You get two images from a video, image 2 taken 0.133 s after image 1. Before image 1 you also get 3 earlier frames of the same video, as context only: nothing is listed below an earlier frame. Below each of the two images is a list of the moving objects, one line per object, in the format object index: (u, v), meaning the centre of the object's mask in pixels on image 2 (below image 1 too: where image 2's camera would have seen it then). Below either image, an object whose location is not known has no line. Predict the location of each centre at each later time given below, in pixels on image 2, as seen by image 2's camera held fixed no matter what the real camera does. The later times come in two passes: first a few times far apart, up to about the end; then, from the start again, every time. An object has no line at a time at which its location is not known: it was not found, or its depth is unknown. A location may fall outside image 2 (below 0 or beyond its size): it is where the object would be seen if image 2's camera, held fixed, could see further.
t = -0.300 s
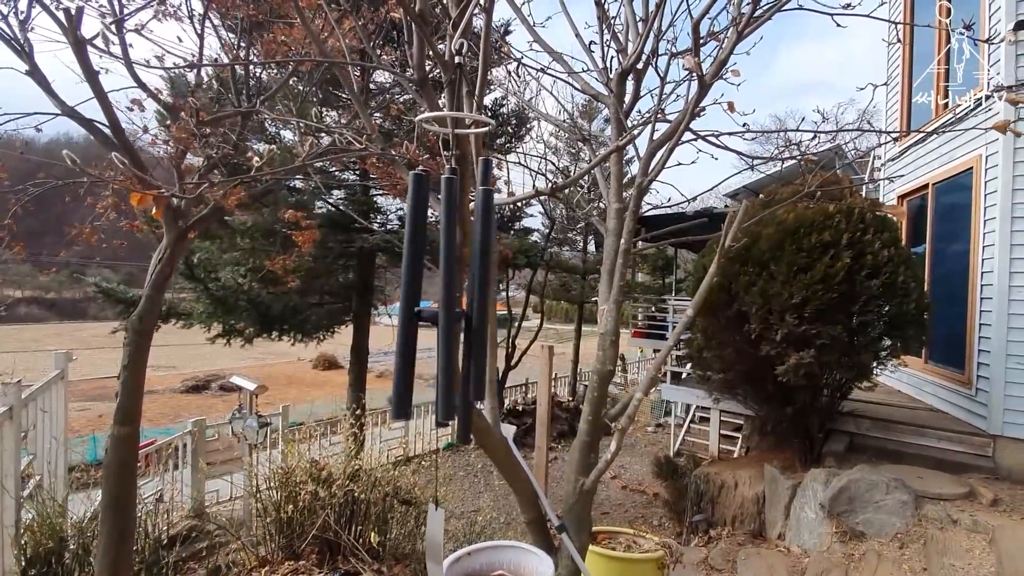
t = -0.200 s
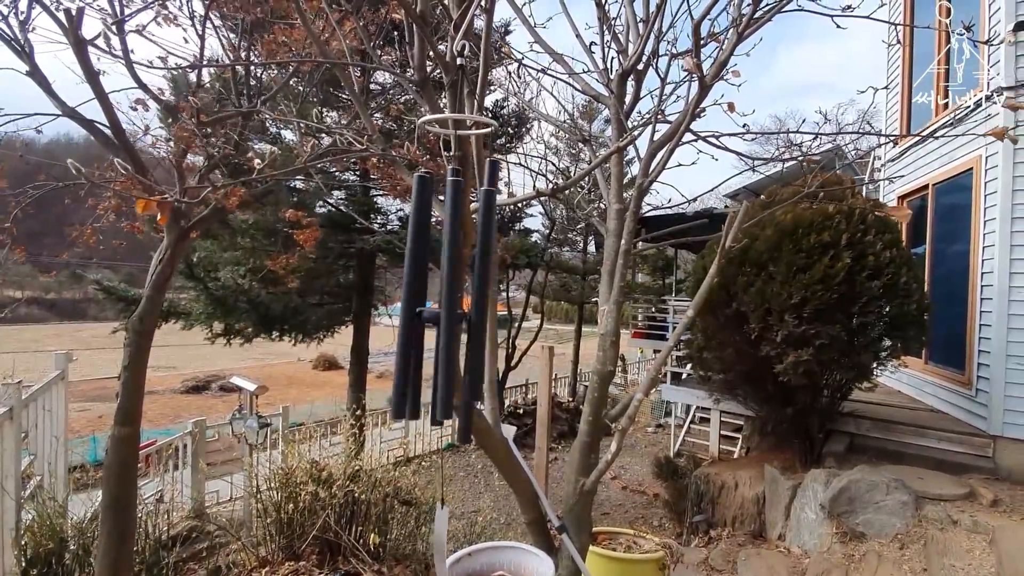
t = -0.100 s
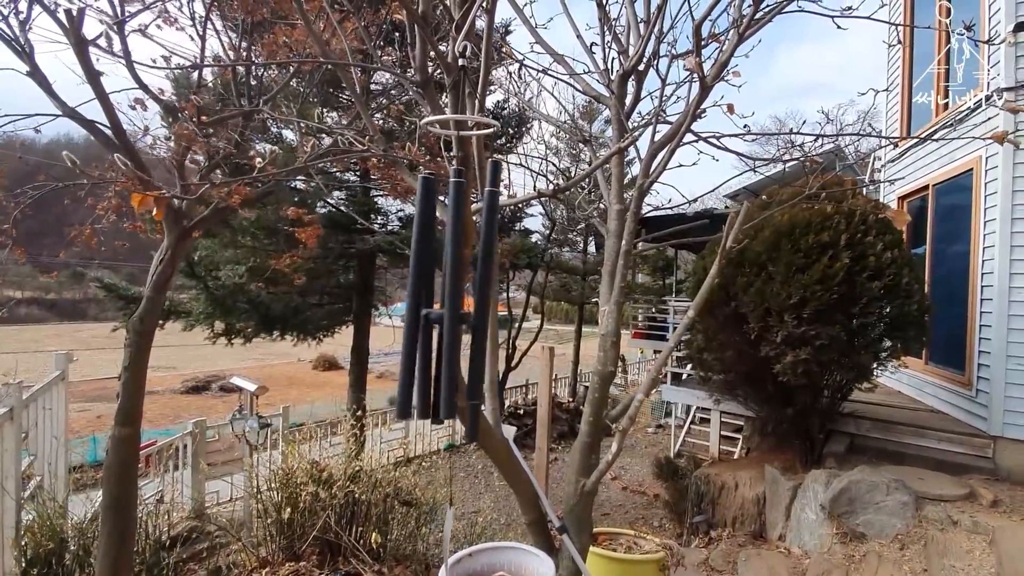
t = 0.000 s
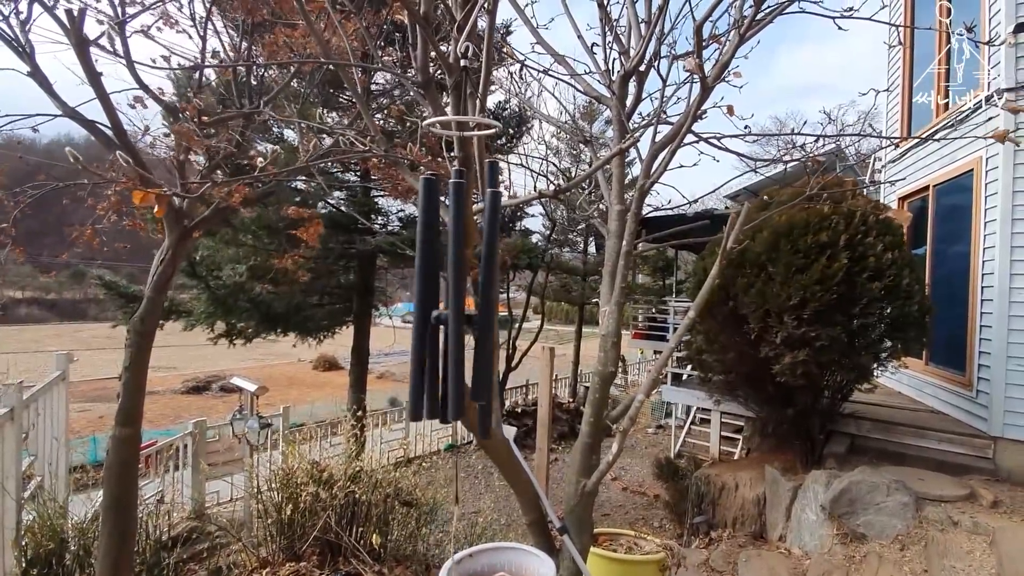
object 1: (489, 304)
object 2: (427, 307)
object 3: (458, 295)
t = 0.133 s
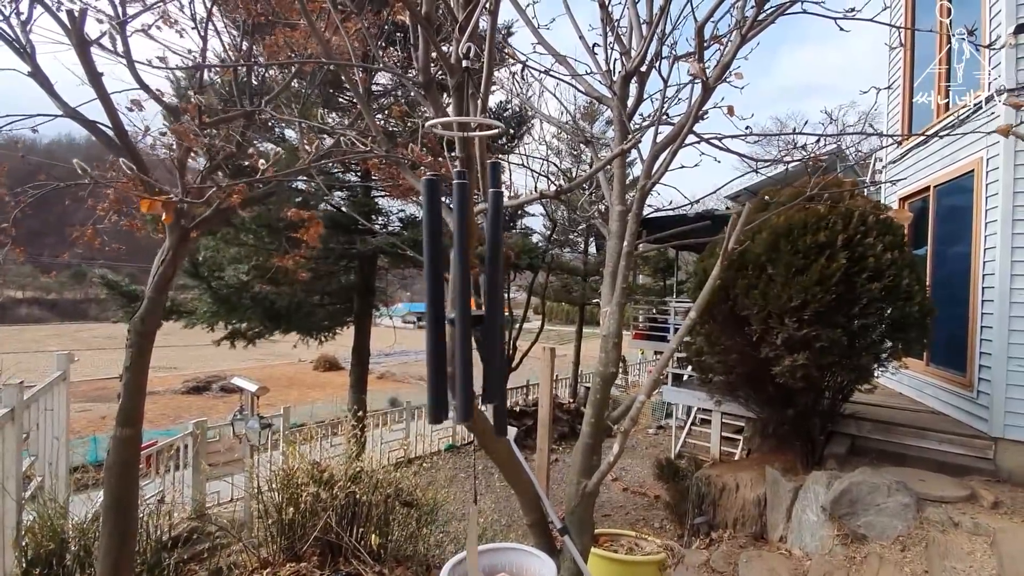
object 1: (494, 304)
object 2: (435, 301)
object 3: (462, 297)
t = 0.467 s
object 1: (507, 294)
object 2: (444, 301)
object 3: (469, 295)
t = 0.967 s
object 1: (490, 296)
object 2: (424, 307)
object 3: (460, 299)
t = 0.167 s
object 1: (496, 304)
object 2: (436, 301)
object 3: (464, 297)
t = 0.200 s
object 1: (498, 305)
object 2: (437, 299)
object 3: (466, 300)
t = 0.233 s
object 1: (499, 306)
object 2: (439, 300)
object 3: (467, 304)
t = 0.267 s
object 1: (502, 301)
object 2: (441, 304)
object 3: (468, 306)
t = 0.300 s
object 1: (503, 300)
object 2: (442, 305)
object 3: (469, 309)
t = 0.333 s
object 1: (504, 304)
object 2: (442, 306)
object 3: (468, 298)
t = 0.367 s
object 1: (506, 299)
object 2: (443, 308)
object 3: (468, 294)
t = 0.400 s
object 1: (506, 301)
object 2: (444, 301)
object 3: (469, 294)
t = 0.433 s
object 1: (506, 298)
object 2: (444, 301)
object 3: (469, 295)
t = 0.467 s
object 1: (507, 294)
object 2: (444, 301)
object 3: (469, 295)
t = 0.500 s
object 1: (506, 298)
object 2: (443, 301)
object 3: (469, 296)
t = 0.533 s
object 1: (506, 299)
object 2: (442, 299)
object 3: (469, 297)
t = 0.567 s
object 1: (505, 302)
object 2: (438, 314)
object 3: (469, 298)
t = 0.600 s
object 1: (504, 304)
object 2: (437, 313)
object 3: (469, 301)
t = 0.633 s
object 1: (503, 306)
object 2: (435, 312)
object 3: (469, 302)
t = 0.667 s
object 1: (502, 308)
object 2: (434, 311)
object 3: (468, 301)
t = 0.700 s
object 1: (500, 310)
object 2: (433, 309)
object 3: (468, 305)
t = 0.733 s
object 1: (499, 308)
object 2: (432, 306)
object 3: (467, 301)
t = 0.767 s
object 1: (497, 306)
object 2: (430, 302)
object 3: (466, 296)
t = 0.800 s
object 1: (496, 303)
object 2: (429, 300)
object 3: (464, 294)
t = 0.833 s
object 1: (494, 301)
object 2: (428, 302)
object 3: (463, 295)
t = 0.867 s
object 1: (493, 300)
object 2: (427, 303)
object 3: (462, 296)
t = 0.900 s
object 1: (492, 300)
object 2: (426, 304)
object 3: (461, 297)
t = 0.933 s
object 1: (491, 299)
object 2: (425, 305)
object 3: (461, 294)
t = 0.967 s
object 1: (490, 296)
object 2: (424, 307)
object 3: (460, 299)
